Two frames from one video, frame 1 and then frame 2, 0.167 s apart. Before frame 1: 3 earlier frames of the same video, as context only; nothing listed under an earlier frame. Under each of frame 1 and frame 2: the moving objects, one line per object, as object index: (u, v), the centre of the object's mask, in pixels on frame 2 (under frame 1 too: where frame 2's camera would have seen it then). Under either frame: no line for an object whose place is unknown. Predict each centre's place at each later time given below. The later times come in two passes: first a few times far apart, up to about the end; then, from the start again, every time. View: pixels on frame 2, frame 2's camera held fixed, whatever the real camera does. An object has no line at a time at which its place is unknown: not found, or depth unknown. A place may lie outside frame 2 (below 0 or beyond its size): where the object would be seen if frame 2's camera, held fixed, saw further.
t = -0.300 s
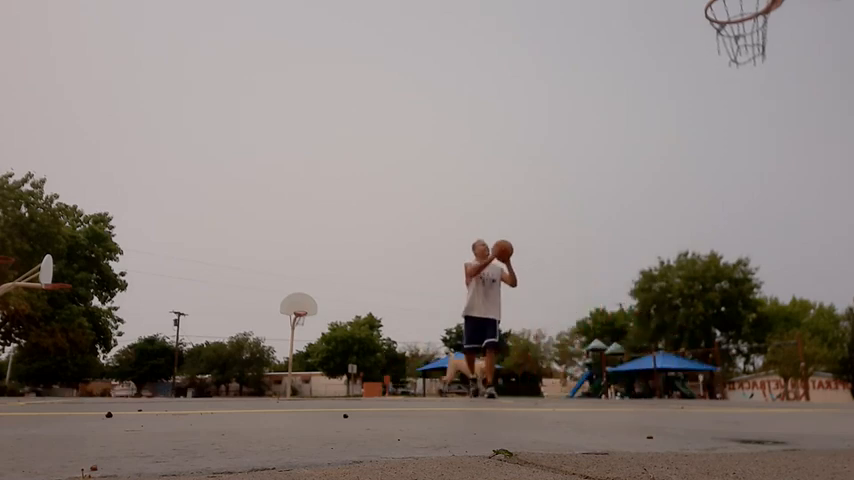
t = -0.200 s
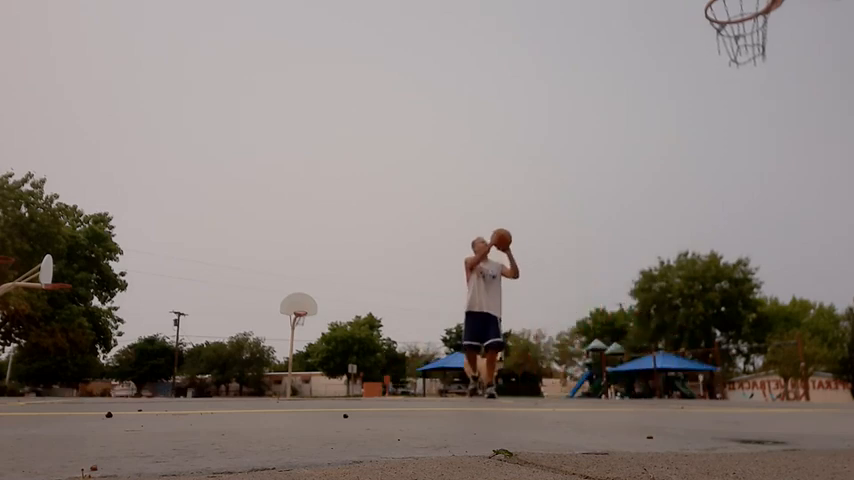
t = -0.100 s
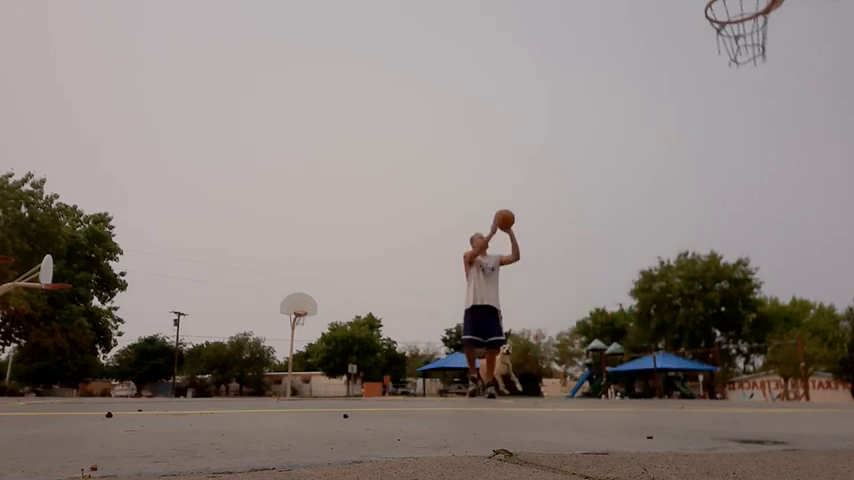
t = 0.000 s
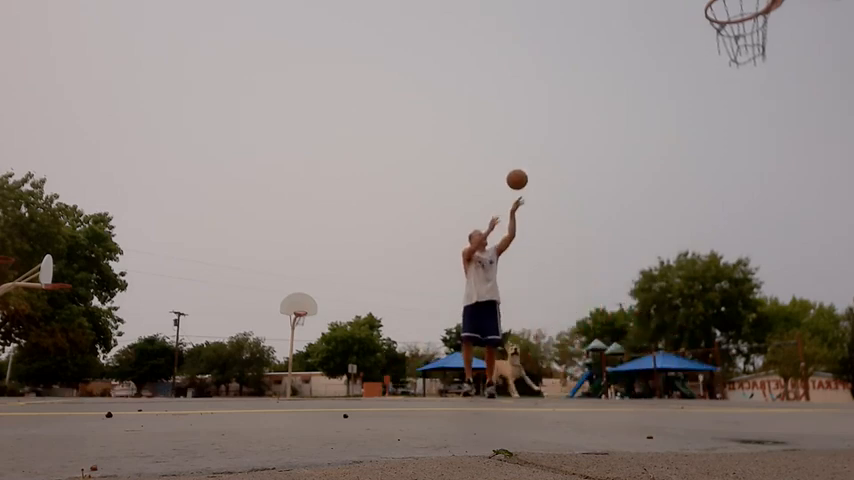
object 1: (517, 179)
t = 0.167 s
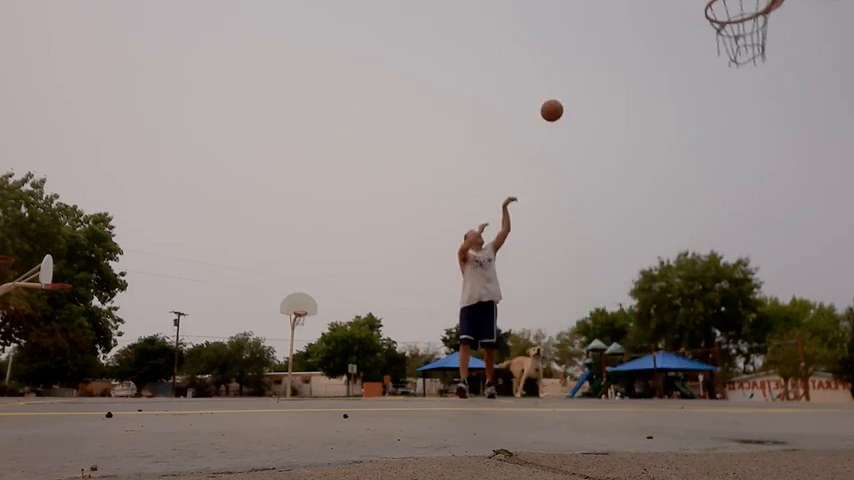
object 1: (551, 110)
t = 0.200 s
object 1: (559, 98)
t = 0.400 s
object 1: (609, 41)
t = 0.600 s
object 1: (671, 12)
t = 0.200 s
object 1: (559, 98)
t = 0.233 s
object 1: (567, 87)
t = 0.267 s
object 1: (574, 76)
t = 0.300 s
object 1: (583, 66)
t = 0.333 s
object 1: (591, 57)
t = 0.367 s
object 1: (600, 48)
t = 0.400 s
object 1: (609, 41)
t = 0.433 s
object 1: (618, 34)
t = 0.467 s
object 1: (628, 27)
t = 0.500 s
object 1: (638, 22)
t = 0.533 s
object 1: (649, 17)
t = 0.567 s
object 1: (659, 14)
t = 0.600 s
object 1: (671, 12)
